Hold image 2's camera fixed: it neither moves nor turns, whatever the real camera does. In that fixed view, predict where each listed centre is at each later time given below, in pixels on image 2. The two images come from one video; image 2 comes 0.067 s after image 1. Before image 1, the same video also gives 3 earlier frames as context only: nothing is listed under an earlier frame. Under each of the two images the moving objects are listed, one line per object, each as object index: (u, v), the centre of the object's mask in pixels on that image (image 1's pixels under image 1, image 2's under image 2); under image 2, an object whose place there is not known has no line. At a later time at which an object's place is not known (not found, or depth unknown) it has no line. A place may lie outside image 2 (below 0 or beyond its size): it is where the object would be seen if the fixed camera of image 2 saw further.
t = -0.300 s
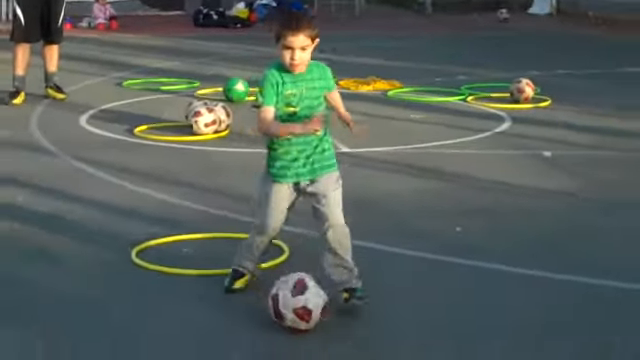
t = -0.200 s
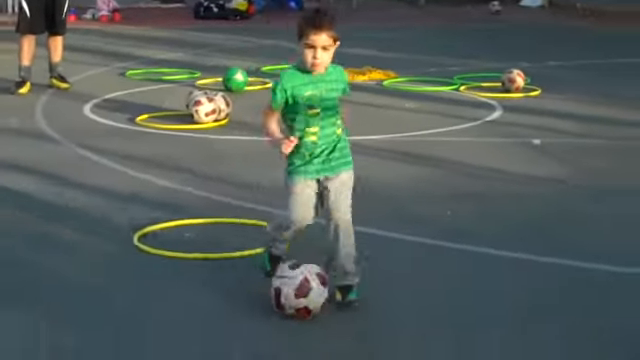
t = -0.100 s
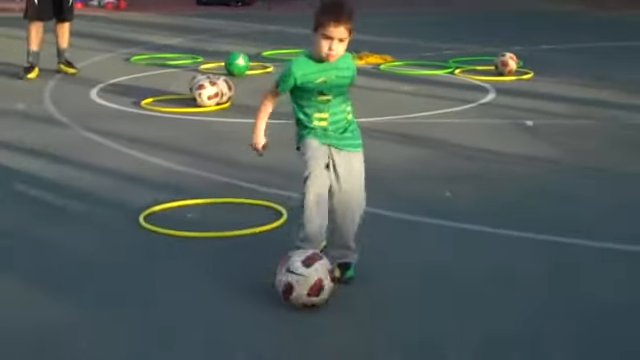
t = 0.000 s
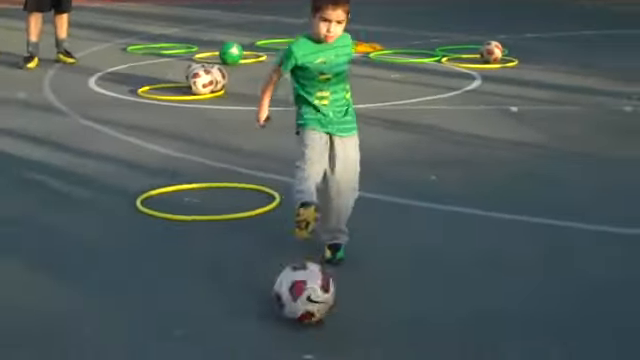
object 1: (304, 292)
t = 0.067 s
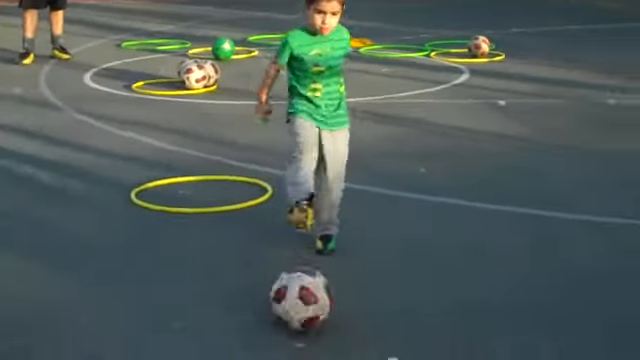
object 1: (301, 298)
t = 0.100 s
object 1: (307, 309)
